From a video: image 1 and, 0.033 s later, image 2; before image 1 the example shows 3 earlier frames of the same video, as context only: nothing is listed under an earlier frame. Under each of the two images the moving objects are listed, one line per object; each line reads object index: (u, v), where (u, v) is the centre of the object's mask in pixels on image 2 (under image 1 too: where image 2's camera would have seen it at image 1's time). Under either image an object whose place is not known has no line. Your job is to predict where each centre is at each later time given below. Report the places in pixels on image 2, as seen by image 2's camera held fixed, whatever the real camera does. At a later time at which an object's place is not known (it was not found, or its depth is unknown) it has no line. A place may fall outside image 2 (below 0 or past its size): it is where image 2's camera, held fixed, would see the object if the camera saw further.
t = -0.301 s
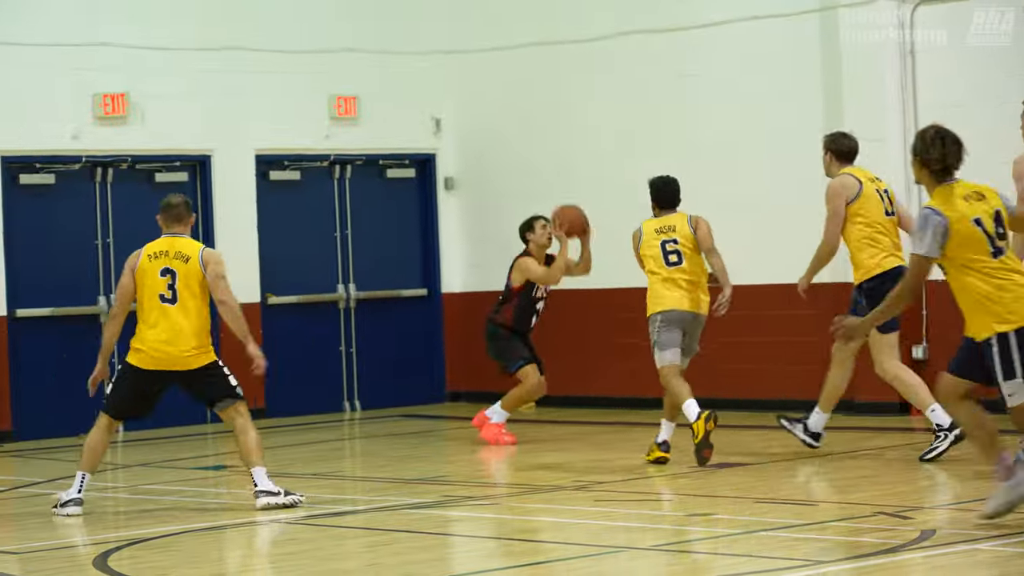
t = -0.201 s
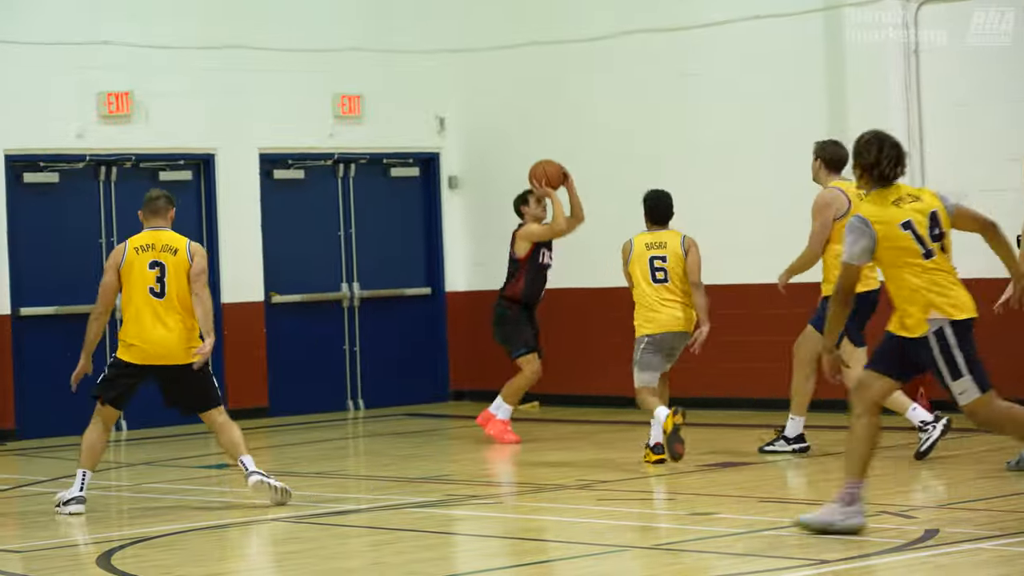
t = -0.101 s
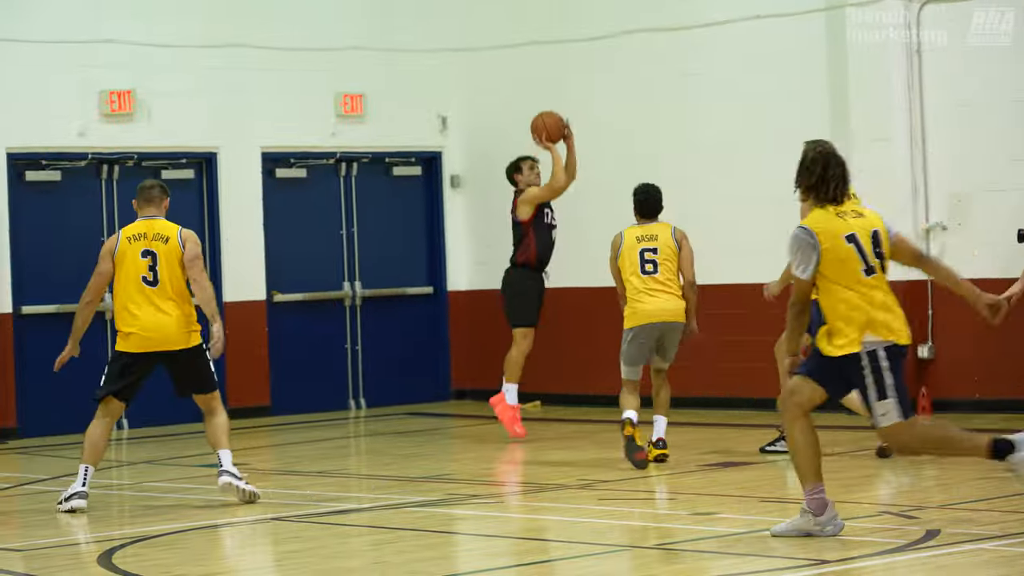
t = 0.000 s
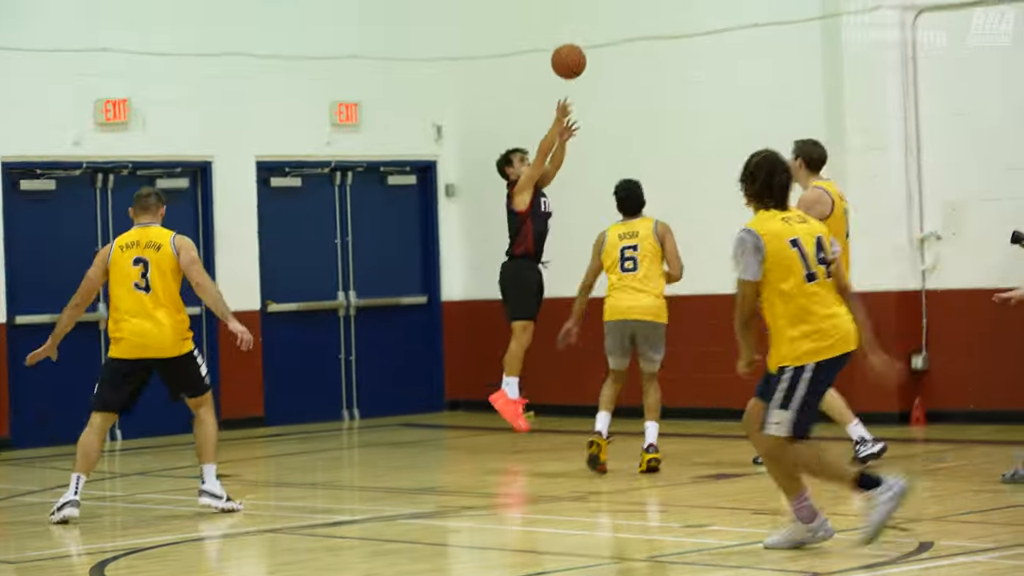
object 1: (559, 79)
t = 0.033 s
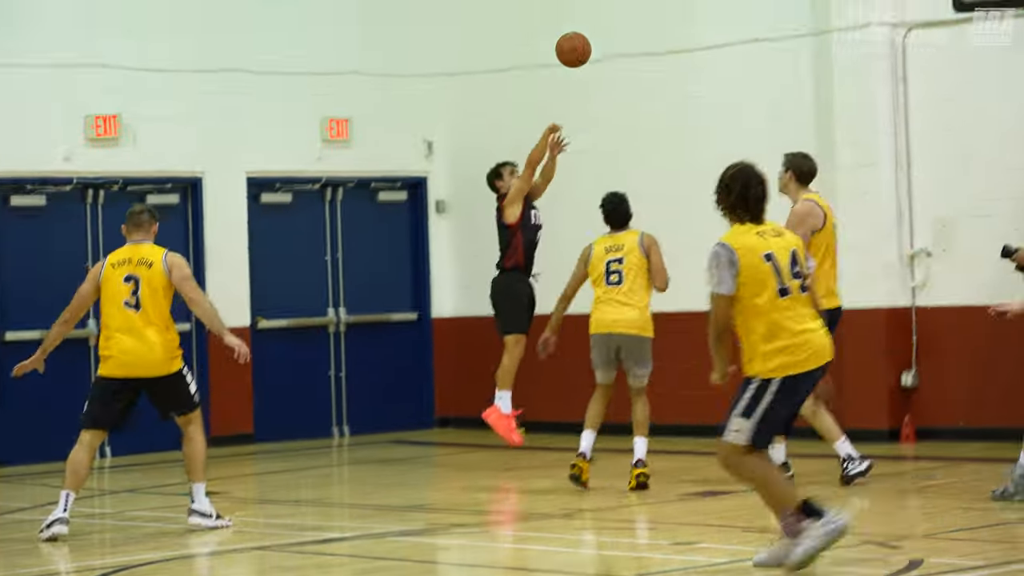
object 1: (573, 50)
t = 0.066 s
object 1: (588, 21)
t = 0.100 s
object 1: (602, -6)
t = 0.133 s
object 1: (616, -31)
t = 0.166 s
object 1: (631, -55)
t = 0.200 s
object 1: (646, -78)
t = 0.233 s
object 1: (662, -100)
